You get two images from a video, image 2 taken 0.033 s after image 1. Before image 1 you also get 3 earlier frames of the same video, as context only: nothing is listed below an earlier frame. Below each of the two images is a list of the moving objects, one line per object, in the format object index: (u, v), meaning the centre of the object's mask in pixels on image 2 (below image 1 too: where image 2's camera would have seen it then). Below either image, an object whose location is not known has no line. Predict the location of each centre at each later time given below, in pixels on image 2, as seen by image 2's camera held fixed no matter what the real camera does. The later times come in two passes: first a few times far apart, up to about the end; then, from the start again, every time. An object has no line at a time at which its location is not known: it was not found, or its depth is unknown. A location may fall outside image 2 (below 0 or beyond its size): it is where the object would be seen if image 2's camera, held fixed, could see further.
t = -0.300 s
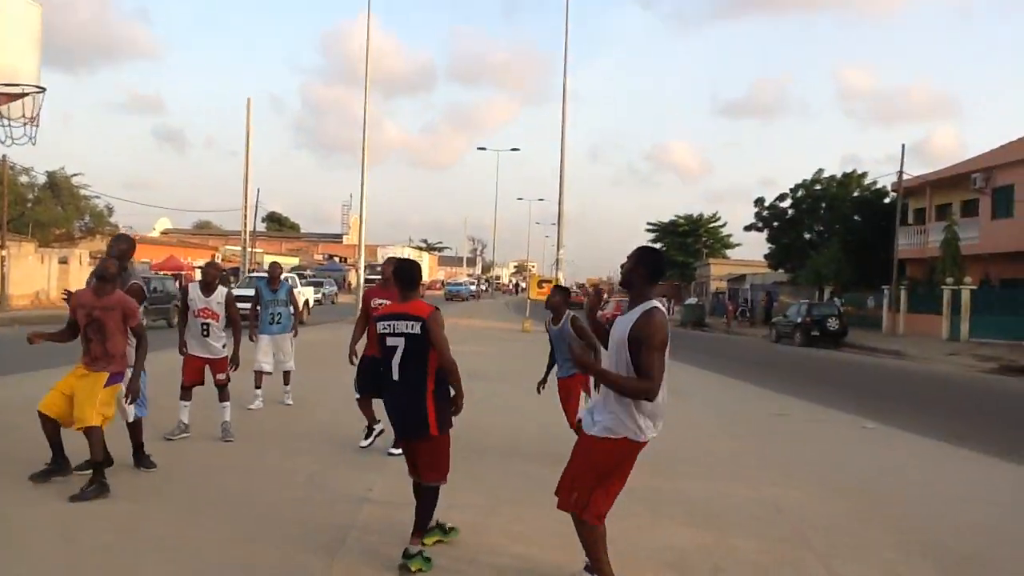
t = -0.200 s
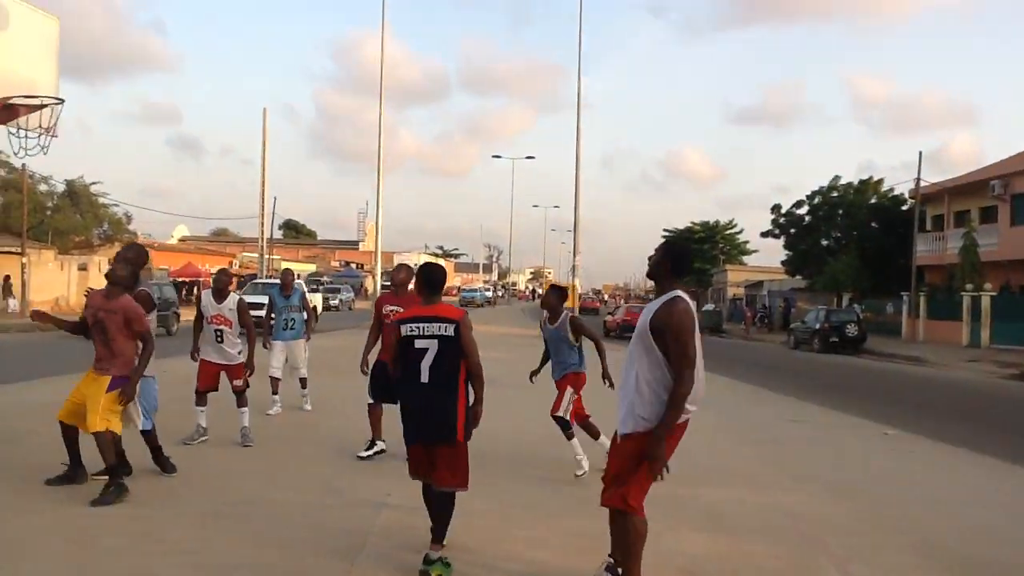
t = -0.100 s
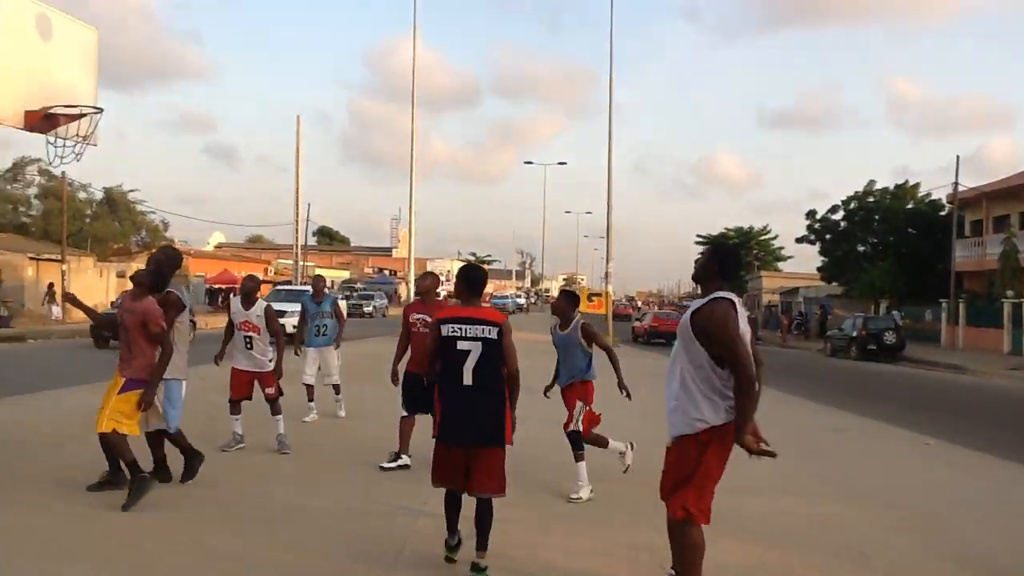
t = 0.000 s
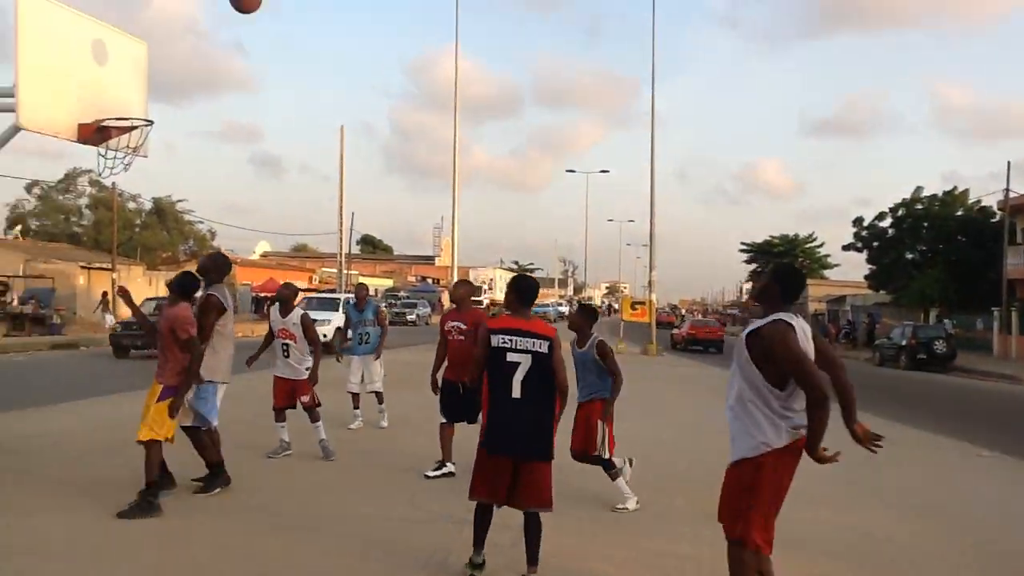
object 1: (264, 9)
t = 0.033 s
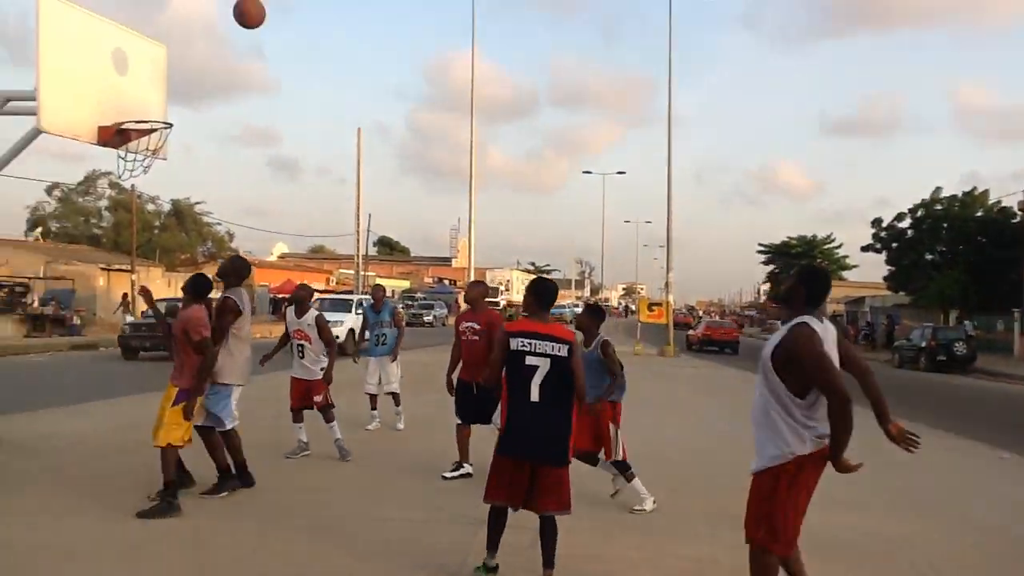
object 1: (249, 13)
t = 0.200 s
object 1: (187, 91)
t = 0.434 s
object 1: (219, 76)
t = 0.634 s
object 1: (264, 85)
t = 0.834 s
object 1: (306, 140)
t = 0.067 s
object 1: (235, 26)
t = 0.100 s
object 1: (223, 41)
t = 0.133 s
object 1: (211, 57)
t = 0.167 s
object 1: (199, 74)
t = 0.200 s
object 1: (187, 91)
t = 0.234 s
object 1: (175, 109)
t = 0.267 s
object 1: (180, 106)
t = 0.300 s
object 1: (188, 97)
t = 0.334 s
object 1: (195, 90)
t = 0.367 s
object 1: (203, 84)
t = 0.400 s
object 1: (211, 80)
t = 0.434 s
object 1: (219, 76)
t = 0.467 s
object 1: (226, 74)
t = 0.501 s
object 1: (234, 75)
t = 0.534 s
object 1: (242, 76)
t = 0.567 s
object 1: (250, 78)
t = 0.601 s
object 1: (256, 81)
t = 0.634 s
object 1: (264, 85)
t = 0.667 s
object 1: (272, 91)
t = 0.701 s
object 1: (279, 99)
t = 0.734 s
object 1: (286, 107)
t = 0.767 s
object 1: (293, 117)
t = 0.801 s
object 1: (300, 128)
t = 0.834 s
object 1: (306, 140)
